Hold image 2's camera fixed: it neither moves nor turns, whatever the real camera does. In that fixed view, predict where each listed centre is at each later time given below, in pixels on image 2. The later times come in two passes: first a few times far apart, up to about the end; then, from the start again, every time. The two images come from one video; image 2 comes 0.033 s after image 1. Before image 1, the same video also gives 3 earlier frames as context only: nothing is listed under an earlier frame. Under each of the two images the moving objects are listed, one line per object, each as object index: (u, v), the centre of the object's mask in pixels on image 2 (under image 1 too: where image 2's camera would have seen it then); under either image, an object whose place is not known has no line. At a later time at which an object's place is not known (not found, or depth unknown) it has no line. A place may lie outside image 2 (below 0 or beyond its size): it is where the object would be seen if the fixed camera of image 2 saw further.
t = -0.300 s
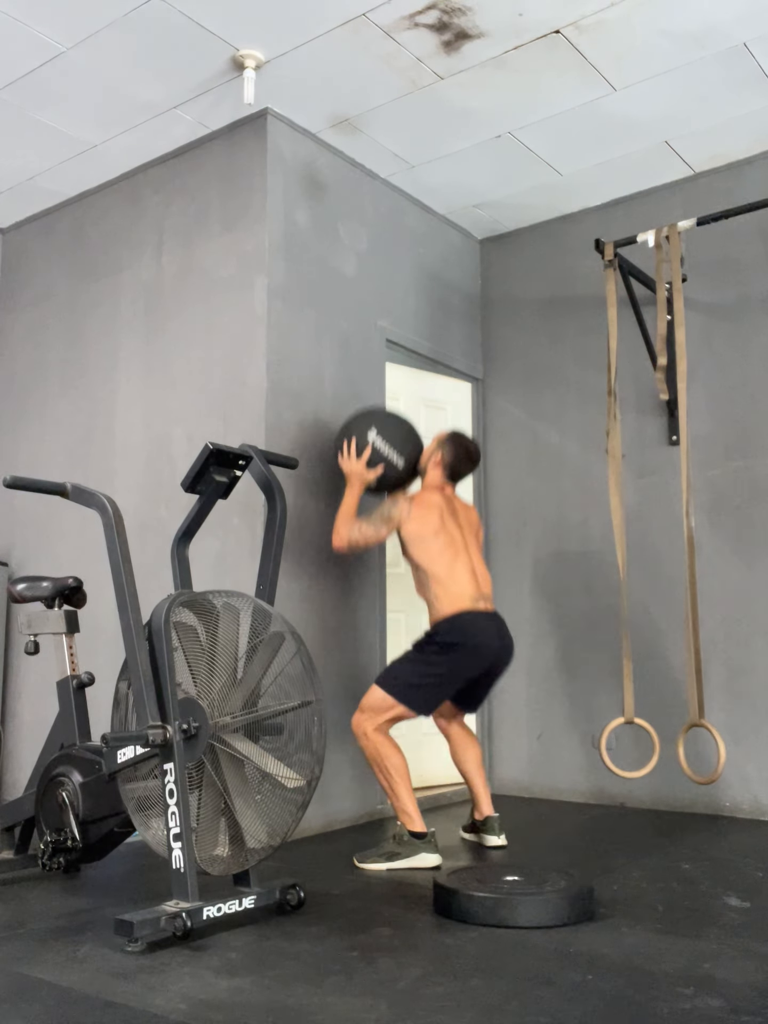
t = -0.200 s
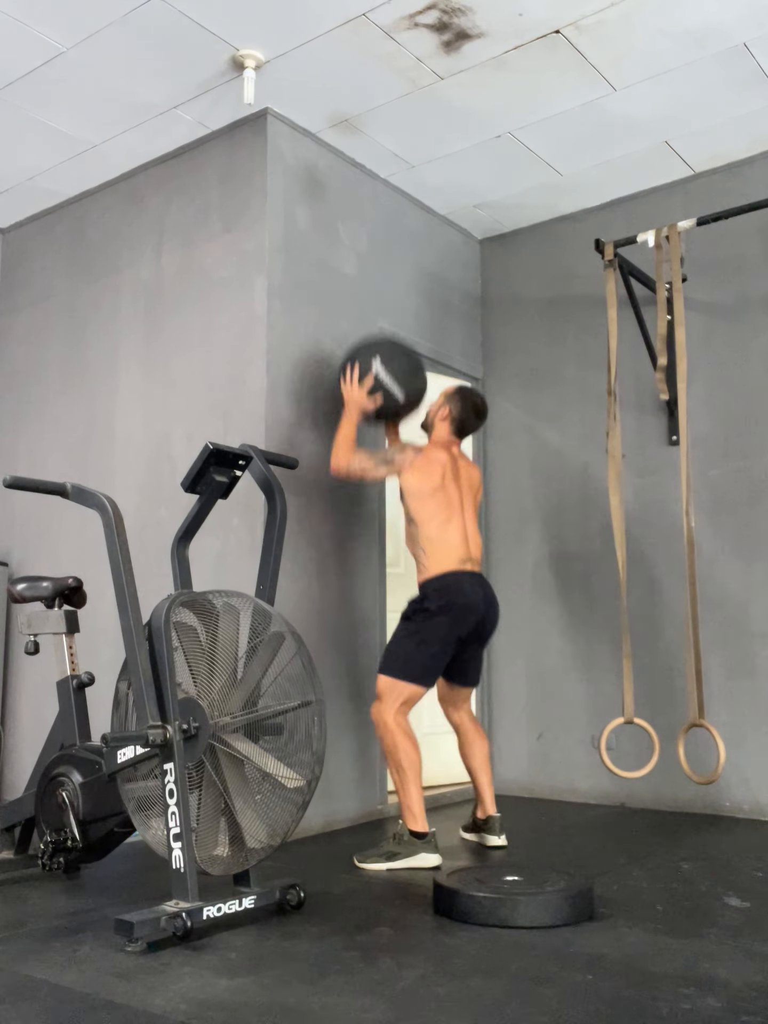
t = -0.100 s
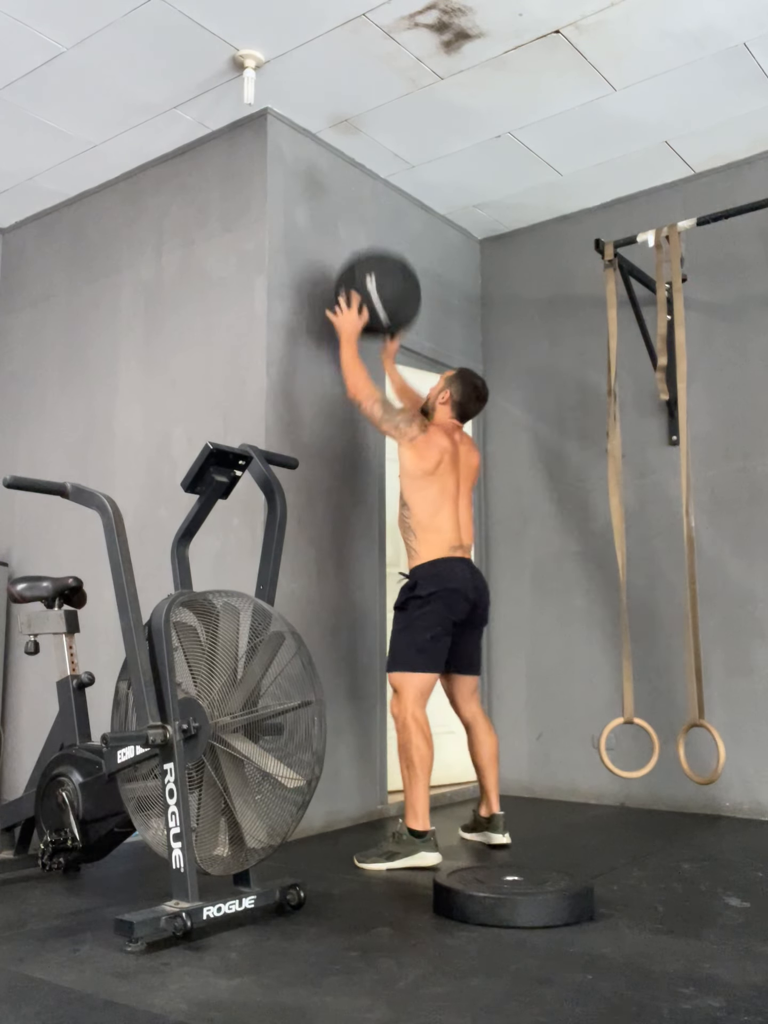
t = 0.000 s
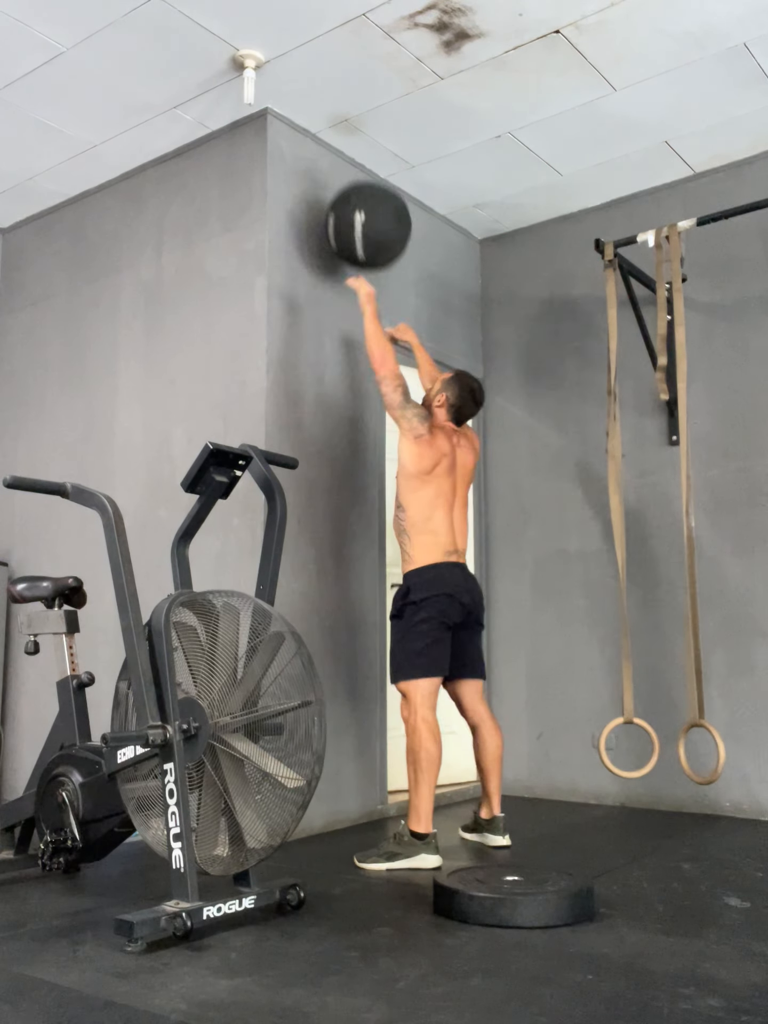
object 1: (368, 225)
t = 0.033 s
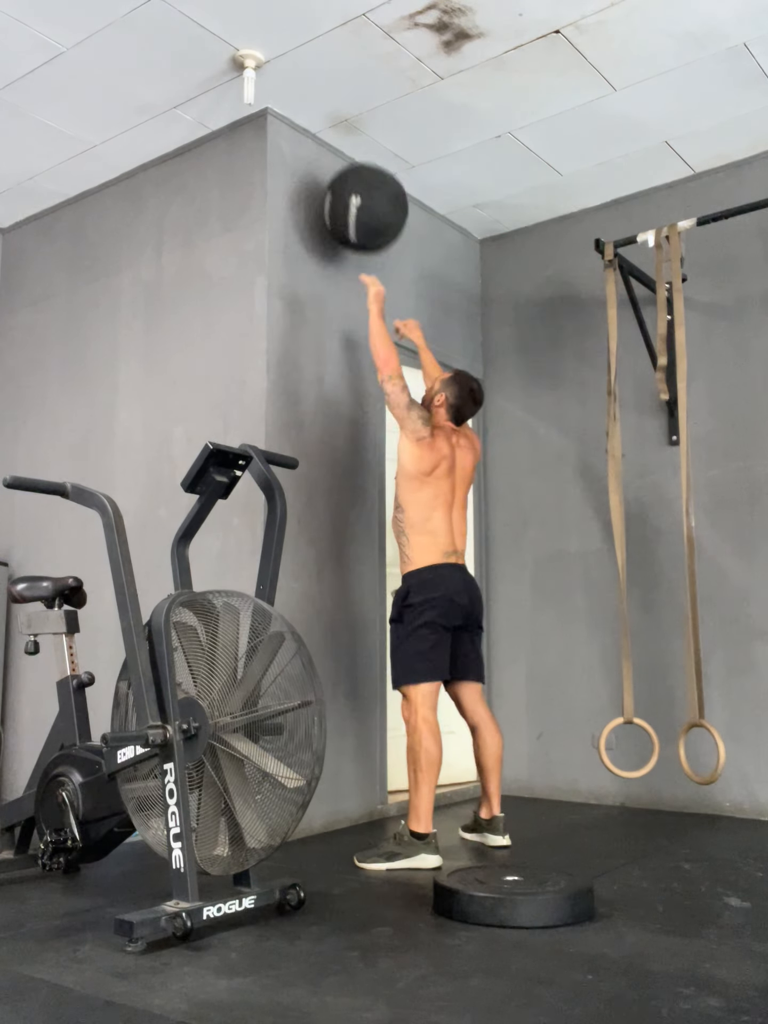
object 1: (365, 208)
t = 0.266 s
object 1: (341, 159)
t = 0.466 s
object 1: (350, 206)
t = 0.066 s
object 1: (362, 193)
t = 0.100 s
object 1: (358, 181)
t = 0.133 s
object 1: (355, 171)
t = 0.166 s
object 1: (352, 164)
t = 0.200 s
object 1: (348, 160)
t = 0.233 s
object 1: (344, 158)
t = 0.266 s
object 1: (341, 159)
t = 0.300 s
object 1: (339, 163)
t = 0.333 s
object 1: (340, 168)
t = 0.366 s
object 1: (342, 175)
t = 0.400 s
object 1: (344, 183)
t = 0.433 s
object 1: (347, 193)
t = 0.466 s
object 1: (350, 206)
